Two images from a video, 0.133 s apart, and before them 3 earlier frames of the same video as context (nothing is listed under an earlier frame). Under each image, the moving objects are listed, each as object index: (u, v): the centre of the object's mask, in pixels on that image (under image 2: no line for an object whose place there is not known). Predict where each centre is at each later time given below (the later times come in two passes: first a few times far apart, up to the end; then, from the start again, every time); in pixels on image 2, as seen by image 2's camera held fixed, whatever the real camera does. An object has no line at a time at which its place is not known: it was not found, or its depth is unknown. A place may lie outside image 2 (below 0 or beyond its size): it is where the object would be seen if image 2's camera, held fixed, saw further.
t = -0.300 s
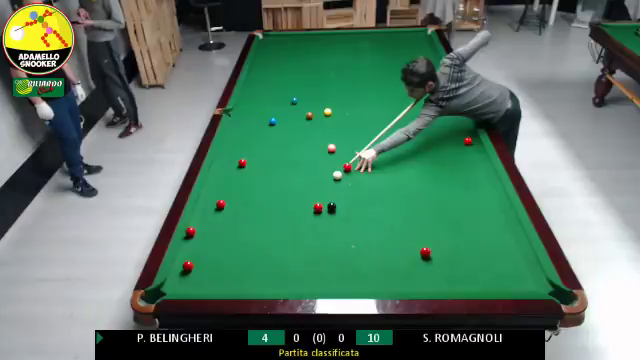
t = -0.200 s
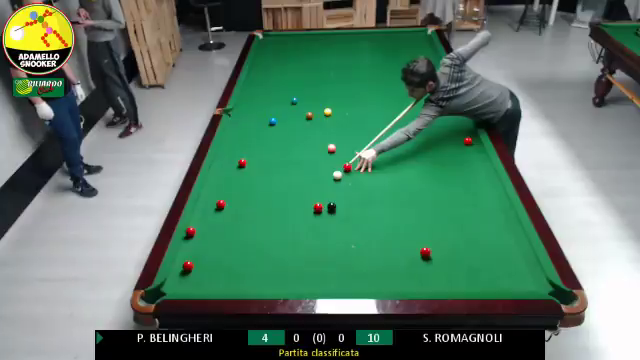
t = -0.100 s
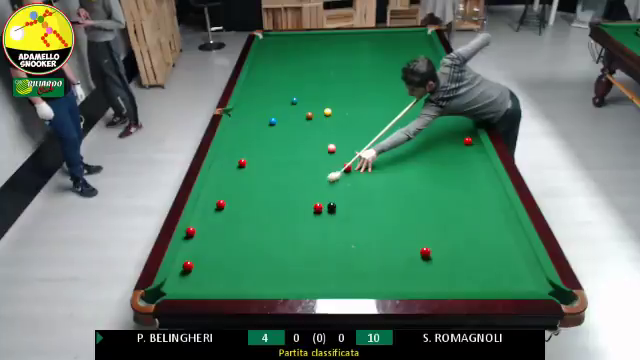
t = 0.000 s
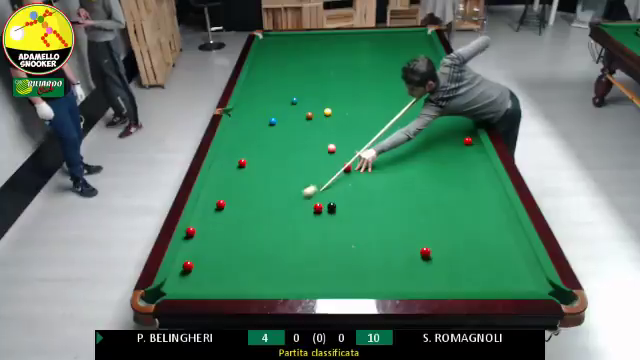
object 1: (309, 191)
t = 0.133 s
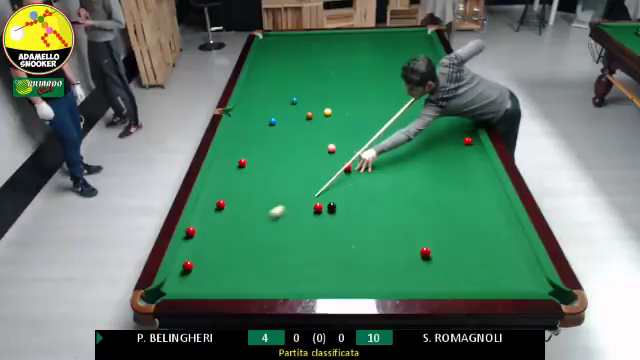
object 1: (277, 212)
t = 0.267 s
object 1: (242, 233)
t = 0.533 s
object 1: (196, 266)
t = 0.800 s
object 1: (181, 284)
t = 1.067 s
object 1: (170, 284)
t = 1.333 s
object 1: (173, 283)
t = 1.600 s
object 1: (179, 284)
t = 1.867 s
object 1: (183, 284)
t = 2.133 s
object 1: (186, 285)
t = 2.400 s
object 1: (187, 285)
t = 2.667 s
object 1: (187, 286)
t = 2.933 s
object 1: (187, 286)
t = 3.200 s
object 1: (187, 286)
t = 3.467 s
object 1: (187, 286)
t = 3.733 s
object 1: (187, 285)
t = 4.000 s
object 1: (187, 285)
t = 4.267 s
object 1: (187, 285)
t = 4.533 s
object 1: (187, 285)
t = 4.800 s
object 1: (188, 285)
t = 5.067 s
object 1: (188, 286)
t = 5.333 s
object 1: (188, 286)
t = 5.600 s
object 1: (188, 286)
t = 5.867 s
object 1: (188, 286)
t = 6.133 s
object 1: (188, 286)
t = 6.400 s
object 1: (188, 286)
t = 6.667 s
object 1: (188, 286)
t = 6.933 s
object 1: (188, 286)
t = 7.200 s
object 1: (188, 286)
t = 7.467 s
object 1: (188, 286)
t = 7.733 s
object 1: (188, 286)
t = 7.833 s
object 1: (188, 285)
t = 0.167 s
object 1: (268, 217)
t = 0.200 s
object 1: (260, 222)
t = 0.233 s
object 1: (251, 227)
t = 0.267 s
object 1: (242, 233)
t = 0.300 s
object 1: (233, 239)
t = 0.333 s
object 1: (223, 245)
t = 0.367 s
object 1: (214, 251)
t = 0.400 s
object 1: (204, 257)
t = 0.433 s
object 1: (197, 262)
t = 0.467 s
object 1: (198, 263)
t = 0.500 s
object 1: (197, 265)
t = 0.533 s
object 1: (196, 266)
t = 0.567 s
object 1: (195, 268)
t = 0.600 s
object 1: (193, 270)
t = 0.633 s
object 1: (191, 273)
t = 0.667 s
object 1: (189, 275)
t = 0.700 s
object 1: (187, 278)
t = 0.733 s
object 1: (184, 280)
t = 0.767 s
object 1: (182, 282)
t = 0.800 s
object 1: (181, 284)
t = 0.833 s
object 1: (179, 285)
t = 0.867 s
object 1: (177, 287)
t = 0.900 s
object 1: (175, 287)
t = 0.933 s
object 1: (174, 286)
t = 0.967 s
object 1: (173, 286)
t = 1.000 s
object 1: (172, 286)
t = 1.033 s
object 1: (171, 285)
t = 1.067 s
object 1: (170, 284)
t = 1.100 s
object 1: (169, 284)
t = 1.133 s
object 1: (168, 283)
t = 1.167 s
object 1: (169, 283)
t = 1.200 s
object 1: (170, 283)
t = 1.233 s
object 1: (171, 283)
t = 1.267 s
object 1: (171, 283)
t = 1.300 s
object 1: (172, 283)
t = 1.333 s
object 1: (173, 283)
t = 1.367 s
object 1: (174, 284)
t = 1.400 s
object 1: (175, 284)
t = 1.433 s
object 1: (175, 284)
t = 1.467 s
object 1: (176, 284)
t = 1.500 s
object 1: (177, 284)
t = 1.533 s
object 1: (177, 284)
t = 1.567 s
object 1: (178, 284)
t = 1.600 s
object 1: (179, 284)
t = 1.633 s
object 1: (179, 284)
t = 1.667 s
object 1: (180, 284)
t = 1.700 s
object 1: (180, 284)
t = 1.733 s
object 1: (181, 284)
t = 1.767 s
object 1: (181, 284)
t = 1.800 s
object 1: (182, 284)
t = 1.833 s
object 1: (183, 284)
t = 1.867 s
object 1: (183, 284)
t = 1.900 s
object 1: (183, 284)
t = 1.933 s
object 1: (184, 284)
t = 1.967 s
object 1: (184, 284)
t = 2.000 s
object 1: (184, 284)
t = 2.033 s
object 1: (185, 284)
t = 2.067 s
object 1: (185, 285)
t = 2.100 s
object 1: (185, 285)
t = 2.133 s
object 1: (186, 285)
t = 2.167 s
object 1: (186, 285)
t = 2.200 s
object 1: (186, 285)
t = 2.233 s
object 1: (186, 285)
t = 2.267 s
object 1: (186, 285)
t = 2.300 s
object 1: (187, 285)
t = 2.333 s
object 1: (187, 285)
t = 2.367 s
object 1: (187, 285)
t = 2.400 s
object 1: (187, 285)
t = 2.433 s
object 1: (187, 285)
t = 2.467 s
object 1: (187, 285)
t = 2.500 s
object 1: (187, 286)
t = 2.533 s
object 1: (187, 286)
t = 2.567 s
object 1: (187, 286)
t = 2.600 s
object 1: (187, 286)
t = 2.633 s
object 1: (187, 286)
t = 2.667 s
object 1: (187, 286)
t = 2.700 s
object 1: (187, 286)
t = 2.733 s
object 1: (187, 286)
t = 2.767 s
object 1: (187, 286)
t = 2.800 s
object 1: (187, 286)
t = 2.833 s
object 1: (187, 286)
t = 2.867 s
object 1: (187, 286)
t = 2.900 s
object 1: (187, 286)
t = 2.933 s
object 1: (187, 286)
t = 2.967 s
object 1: (187, 286)
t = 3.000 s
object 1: (187, 286)
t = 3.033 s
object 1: (187, 286)
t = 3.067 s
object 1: (187, 286)
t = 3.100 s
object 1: (187, 286)
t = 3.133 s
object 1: (187, 286)
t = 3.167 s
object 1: (187, 286)
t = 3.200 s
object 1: (187, 286)
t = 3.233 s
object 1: (187, 286)
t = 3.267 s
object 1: (187, 286)
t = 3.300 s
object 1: (187, 286)
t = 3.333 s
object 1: (187, 286)
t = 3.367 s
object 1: (187, 286)
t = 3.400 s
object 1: (187, 286)
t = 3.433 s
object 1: (187, 286)
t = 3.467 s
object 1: (187, 286)
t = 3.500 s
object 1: (187, 286)
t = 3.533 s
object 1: (187, 285)
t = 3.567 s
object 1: (187, 285)
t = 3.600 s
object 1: (187, 285)
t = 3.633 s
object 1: (187, 285)
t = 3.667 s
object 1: (187, 285)
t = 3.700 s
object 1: (187, 285)
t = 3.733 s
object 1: (187, 285)
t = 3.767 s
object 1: (187, 285)
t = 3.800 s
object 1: (187, 285)
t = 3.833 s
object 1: (187, 285)
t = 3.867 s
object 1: (187, 285)
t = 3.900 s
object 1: (187, 285)
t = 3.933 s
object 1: (187, 285)
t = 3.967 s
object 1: (187, 285)
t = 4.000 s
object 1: (187, 285)
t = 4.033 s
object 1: (187, 285)
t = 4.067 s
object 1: (187, 285)
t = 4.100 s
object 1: (187, 285)
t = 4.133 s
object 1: (187, 285)
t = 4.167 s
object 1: (187, 285)
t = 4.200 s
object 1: (187, 285)
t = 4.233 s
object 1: (187, 285)
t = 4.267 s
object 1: (187, 285)
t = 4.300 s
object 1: (187, 286)
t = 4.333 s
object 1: (187, 286)
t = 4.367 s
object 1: (187, 285)
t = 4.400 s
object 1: (187, 286)
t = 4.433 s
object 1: (187, 285)
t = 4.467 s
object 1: (187, 285)
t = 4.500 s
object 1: (187, 285)
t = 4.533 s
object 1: (187, 285)
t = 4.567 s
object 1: (187, 285)
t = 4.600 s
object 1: (188, 285)
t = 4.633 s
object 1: (188, 286)
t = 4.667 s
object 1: (188, 286)
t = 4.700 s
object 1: (188, 286)
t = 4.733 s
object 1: (188, 286)
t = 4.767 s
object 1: (188, 285)
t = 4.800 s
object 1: (188, 285)
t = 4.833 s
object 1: (188, 286)
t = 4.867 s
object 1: (188, 286)
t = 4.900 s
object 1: (188, 286)
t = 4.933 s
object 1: (188, 286)
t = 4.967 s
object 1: (188, 286)
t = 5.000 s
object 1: (188, 285)
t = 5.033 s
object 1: (188, 286)
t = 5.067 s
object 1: (188, 286)
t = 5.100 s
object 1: (188, 286)
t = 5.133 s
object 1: (188, 286)
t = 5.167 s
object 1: (188, 286)
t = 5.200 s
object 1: (188, 286)
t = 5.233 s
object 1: (188, 286)
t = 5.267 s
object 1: (188, 286)
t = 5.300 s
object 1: (188, 286)
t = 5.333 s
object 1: (188, 286)
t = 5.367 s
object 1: (188, 286)
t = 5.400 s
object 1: (188, 286)
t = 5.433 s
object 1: (188, 286)
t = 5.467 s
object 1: (188, 286)
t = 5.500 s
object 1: (188, 286)
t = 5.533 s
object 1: (188, 286)
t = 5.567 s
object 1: (188, 286)
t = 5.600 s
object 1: (188, 286)
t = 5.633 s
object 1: (188, 286)
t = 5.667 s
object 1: (188, 286)
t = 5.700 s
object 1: (188, 286)
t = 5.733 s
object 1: (188, 286)
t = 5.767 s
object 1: (188, 286)
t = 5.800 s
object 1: (188, 286)
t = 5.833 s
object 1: (188, 286)
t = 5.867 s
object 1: (188, 286)
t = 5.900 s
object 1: (188, 286)
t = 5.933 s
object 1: (188, 286)
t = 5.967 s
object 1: (188, 286)
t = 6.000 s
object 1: (188, 286)
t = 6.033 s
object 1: (188, 286)
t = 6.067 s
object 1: (188, 286)
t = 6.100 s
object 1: (188, 286)
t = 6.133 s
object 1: (188, 286)
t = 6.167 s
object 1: (188, 286)
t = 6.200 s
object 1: (188, 286)
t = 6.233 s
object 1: (188, 286)
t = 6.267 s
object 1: (188, 286)
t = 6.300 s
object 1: (188, 286)
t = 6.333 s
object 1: (188, 286)
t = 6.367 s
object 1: (188, 286)
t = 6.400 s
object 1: (188, 286)
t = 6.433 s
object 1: (188, 286)
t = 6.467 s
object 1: (188, 286)
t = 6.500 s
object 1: (188, 286)
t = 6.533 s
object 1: (188, 286)
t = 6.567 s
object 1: (188, 286)
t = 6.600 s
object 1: (188, 286)
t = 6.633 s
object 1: (188, 286)
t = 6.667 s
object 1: (188, 286)
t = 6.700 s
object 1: (188, 286)
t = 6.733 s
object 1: (188, 286)
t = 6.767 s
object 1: (188, 286)
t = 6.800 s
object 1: (188, 286)
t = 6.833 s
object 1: (188, 286)
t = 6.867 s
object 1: (188, 286)
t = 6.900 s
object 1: (188, 286)
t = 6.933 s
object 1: (188, 286)
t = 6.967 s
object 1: (188, 286)
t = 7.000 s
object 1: (188, 286)
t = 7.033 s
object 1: (188, 286)
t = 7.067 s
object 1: (188, 286)
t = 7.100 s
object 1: (188, 286)
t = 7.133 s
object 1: (188, 286)
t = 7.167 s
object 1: (188, 286)
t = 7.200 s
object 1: (188, 286)
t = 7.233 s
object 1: (188, 286)
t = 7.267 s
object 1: (188, 286)
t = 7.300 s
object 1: (188, 286)
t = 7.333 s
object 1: (188, 286)
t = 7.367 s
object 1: (188, 286)
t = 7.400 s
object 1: (188, 286)
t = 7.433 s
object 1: (188, 286)
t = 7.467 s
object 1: (188, 286)
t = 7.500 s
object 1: (188, 286)
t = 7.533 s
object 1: (188, 286)
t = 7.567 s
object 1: (188, 286)
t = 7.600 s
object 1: (188, 286)
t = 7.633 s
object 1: (188, 286)
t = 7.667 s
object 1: (188, 286)
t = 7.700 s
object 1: (188, 286)
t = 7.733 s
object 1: (188, 286)
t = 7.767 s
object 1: (188, 286)
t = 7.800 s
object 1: (188, 286)
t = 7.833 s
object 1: (188, 285)
